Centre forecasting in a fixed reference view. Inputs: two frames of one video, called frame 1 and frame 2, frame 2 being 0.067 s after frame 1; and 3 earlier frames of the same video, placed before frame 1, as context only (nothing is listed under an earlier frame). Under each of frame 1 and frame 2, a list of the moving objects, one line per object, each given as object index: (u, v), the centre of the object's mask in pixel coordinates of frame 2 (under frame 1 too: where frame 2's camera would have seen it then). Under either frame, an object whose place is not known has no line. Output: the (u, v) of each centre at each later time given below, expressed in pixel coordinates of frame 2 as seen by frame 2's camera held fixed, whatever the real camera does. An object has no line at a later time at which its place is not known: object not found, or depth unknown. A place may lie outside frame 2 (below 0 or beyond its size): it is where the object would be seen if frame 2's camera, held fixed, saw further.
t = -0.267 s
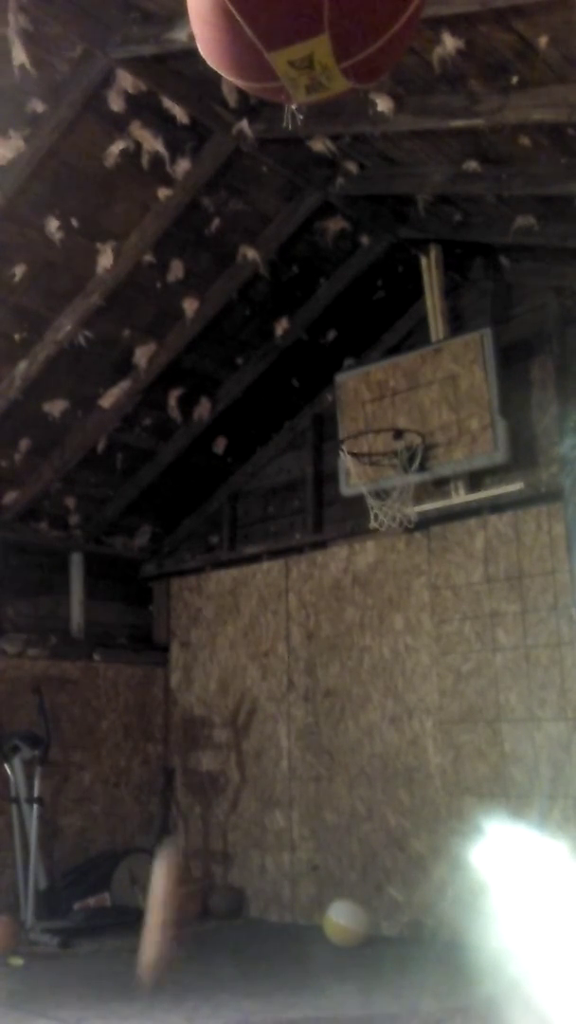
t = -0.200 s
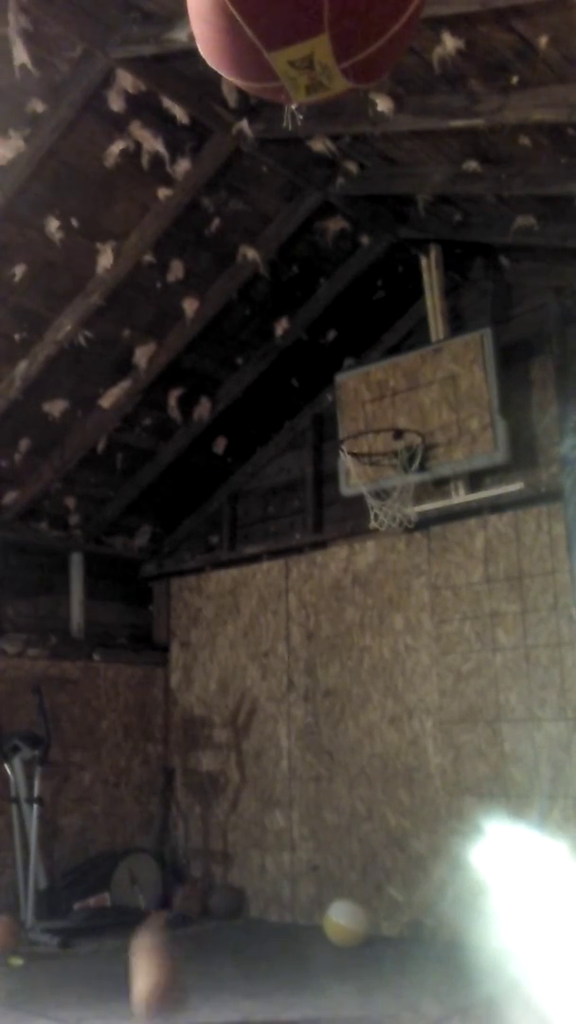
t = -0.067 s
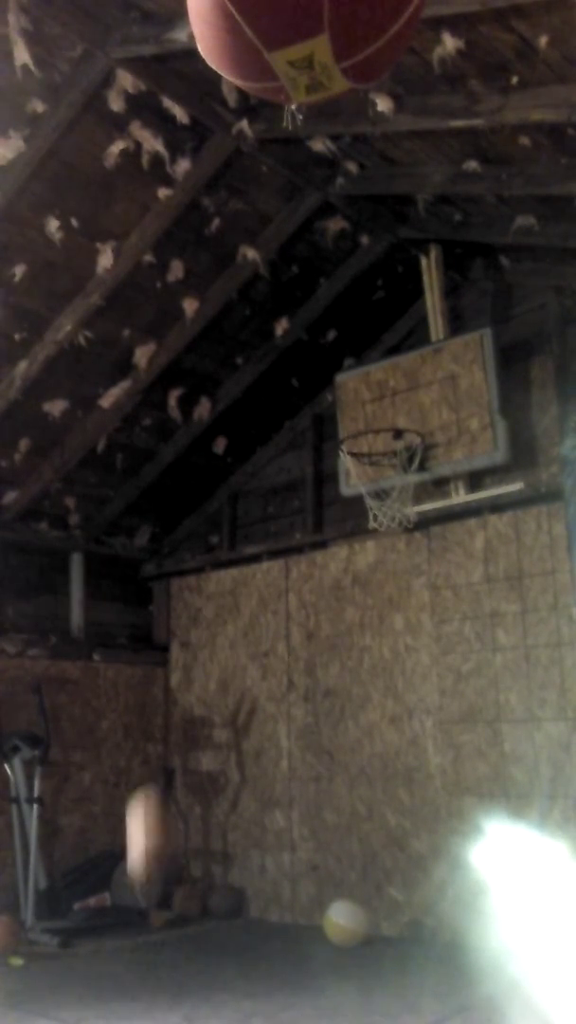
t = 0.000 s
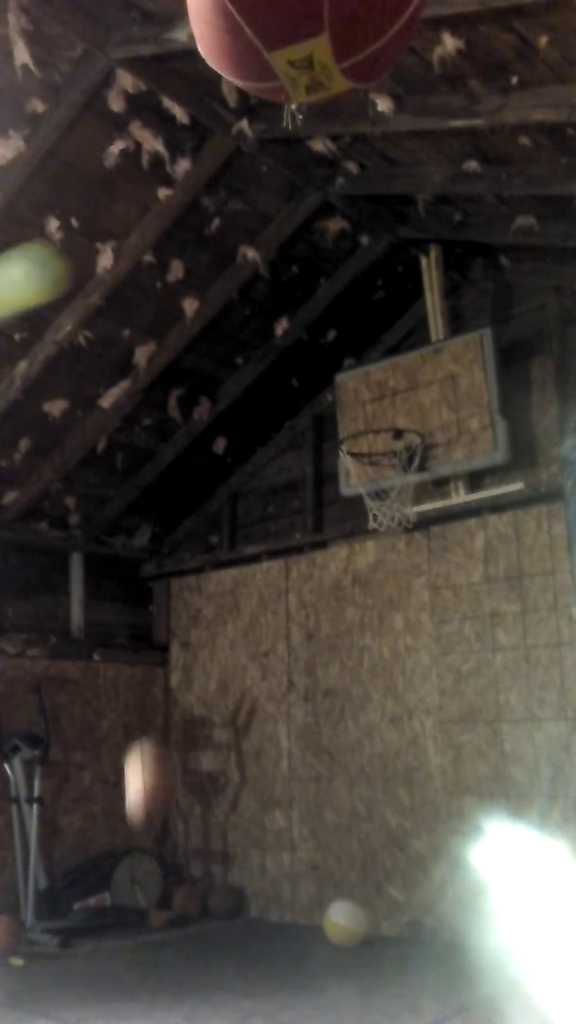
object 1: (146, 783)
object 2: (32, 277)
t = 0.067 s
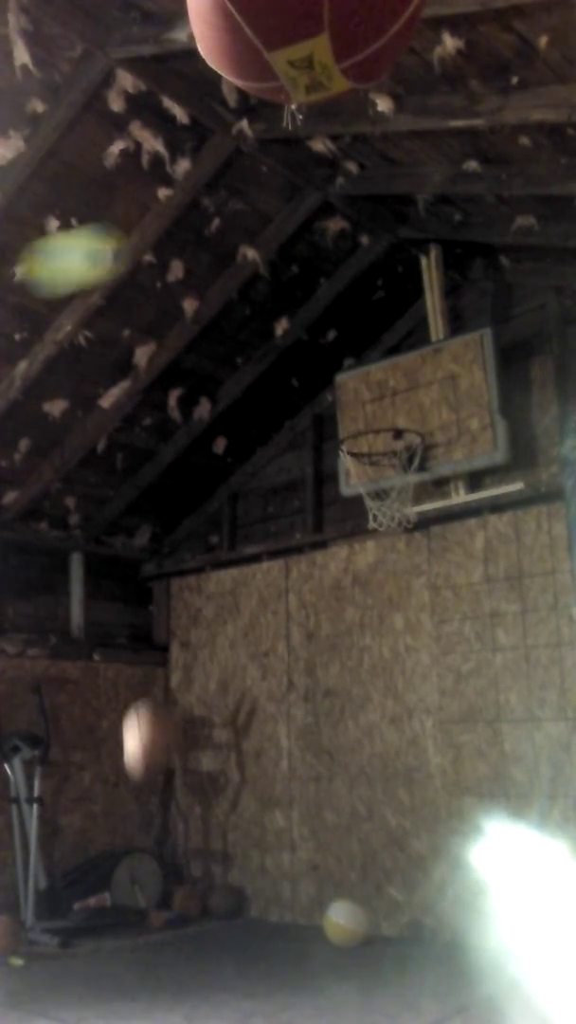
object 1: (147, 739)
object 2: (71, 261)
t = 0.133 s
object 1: (145, 710)
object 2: (127, 246)
